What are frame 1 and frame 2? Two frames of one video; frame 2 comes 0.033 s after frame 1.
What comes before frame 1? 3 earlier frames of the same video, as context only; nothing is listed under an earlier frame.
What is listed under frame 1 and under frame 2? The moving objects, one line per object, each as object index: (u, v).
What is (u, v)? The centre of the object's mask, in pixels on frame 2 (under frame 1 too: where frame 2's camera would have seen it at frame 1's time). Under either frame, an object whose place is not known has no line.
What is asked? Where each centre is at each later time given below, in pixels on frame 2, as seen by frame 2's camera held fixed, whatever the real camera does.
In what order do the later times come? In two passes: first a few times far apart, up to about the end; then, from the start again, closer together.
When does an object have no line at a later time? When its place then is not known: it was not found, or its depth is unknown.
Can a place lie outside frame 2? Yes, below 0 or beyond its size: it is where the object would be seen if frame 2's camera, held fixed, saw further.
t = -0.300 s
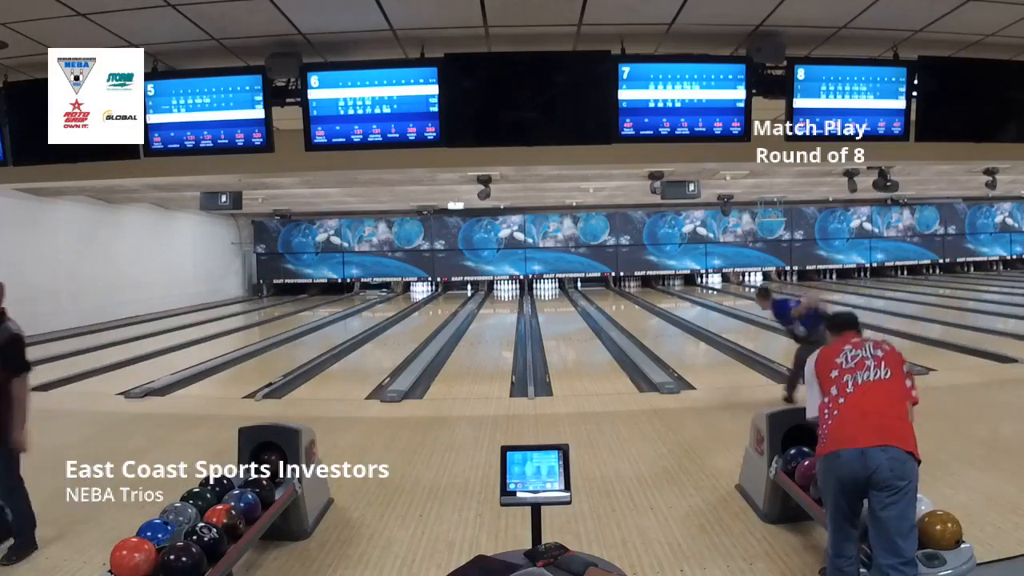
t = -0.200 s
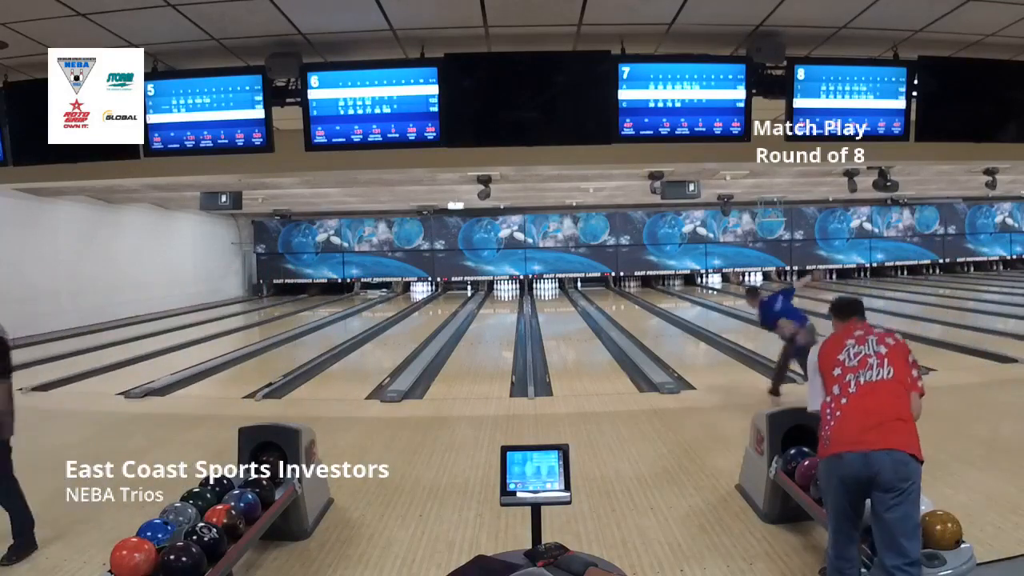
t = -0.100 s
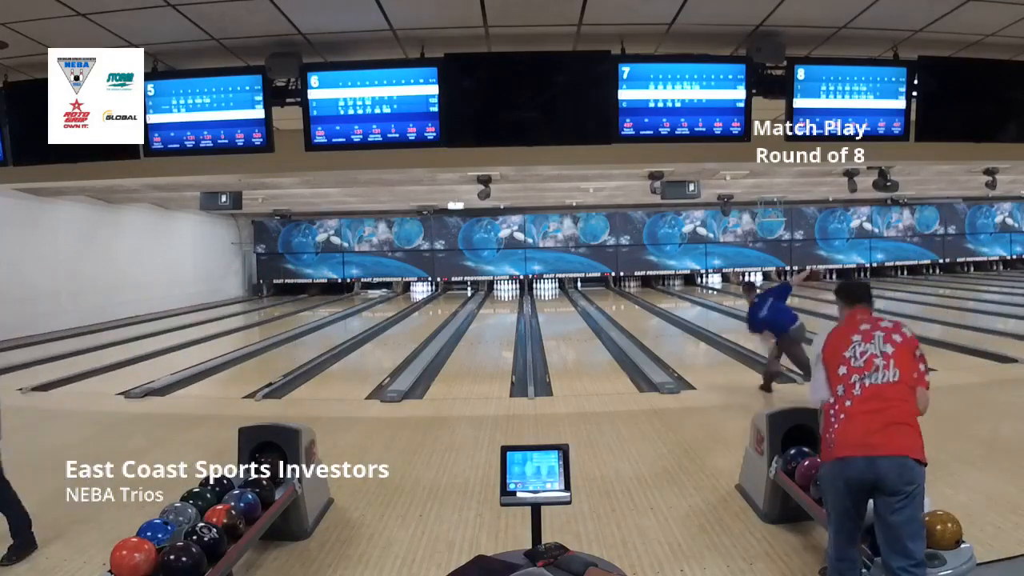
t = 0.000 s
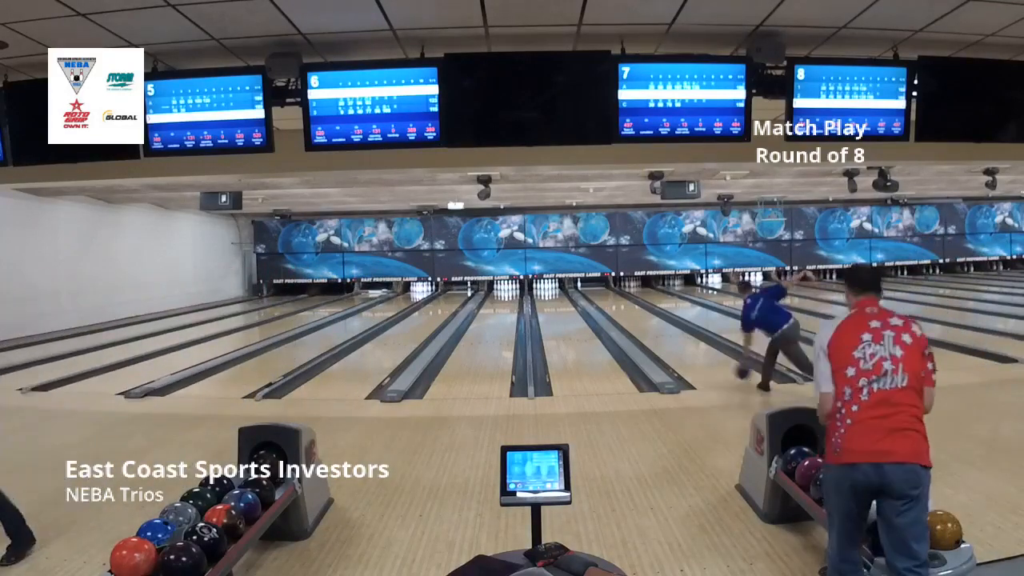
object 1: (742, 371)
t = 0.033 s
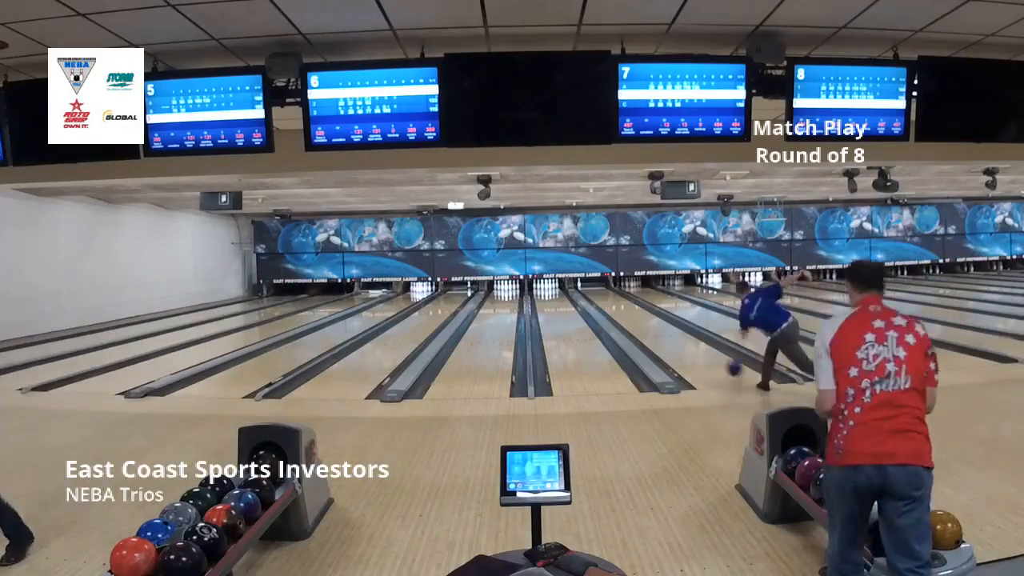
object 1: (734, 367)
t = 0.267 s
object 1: (688, 347)
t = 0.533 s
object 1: (654, 328)
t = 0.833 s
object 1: (628, 314)
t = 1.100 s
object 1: (611, 305)
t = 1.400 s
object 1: (597, 297)
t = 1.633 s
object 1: (590, 293)
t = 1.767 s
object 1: (586, 290)
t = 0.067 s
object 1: (726, 366)
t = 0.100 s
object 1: (719, 364)
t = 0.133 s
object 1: (712, 360)
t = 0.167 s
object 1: (706, 356)
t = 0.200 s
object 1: (700, 353)
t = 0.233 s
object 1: (694, 350)
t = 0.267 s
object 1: (688, 347)
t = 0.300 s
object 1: (683, 344)
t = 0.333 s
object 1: (678, 341)
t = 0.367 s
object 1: (674, 339)
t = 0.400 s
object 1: (669, 337)
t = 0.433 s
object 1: (665, 334)
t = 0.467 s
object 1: (661, 332)
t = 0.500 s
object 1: (657, 330)
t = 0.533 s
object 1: (654, 328)
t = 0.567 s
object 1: (650, 327)
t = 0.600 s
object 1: (647, 325)
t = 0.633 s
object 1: (644, 323)
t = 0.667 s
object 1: (641, 321)
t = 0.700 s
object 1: (638, 320)
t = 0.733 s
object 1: (635, 319)
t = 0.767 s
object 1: (633, 317)
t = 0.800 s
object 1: (630, 316)
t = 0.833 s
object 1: (628, 314)
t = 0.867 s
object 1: (625, 313)
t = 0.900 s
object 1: (623, 312)
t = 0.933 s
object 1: (621, 310)
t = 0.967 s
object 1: (619, 309)
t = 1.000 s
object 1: (616, 308)
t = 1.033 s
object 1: (615, 307)
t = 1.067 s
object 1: (613, 306)
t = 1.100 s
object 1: (611, 305)
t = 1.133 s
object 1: (609, 304)
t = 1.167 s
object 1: (608, 304)
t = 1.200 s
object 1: (606, 302)
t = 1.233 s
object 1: (604, 301)
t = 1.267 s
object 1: (603, 300)
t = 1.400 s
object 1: (597, 297)
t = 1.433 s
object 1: (597, 297)
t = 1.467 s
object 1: (596, 296)
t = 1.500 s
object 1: (594, 295)
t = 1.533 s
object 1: (591, 295)
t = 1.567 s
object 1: (590, 293)
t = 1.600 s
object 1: (590, 293)
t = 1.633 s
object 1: (590, 293)
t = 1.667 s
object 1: (588, 293)
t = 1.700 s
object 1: (587, 292)
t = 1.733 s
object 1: (586, 291)
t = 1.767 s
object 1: (586, 290)
